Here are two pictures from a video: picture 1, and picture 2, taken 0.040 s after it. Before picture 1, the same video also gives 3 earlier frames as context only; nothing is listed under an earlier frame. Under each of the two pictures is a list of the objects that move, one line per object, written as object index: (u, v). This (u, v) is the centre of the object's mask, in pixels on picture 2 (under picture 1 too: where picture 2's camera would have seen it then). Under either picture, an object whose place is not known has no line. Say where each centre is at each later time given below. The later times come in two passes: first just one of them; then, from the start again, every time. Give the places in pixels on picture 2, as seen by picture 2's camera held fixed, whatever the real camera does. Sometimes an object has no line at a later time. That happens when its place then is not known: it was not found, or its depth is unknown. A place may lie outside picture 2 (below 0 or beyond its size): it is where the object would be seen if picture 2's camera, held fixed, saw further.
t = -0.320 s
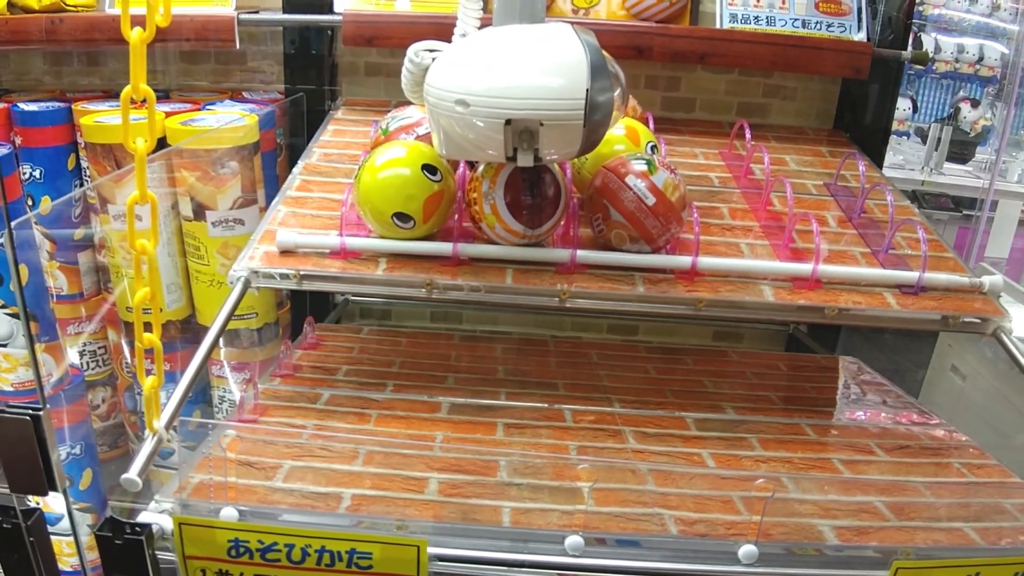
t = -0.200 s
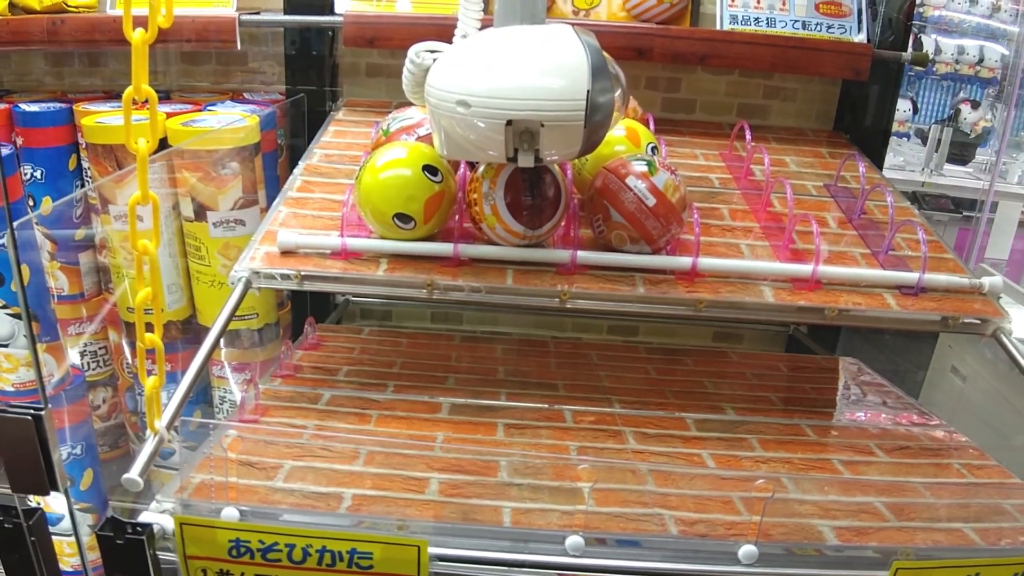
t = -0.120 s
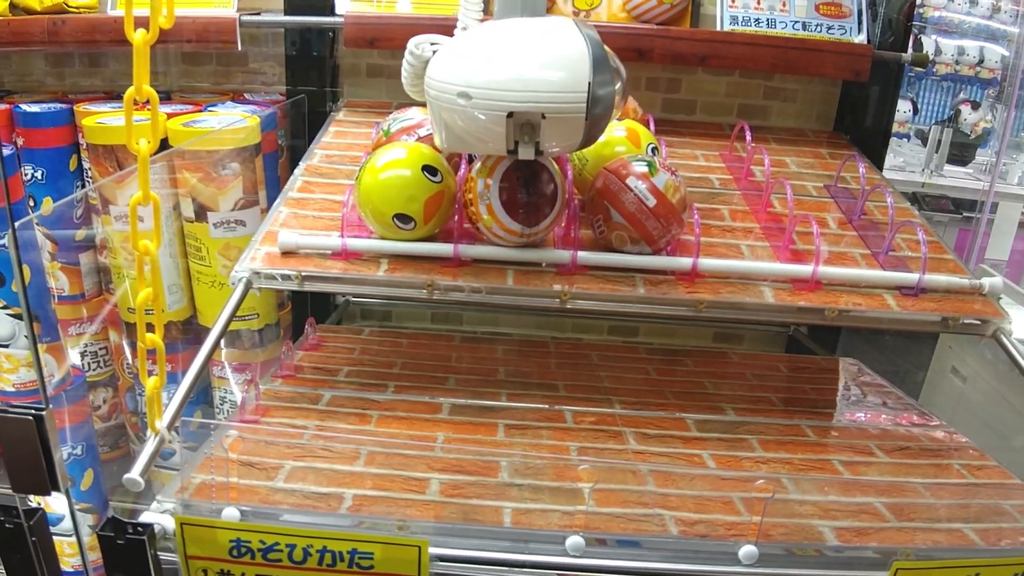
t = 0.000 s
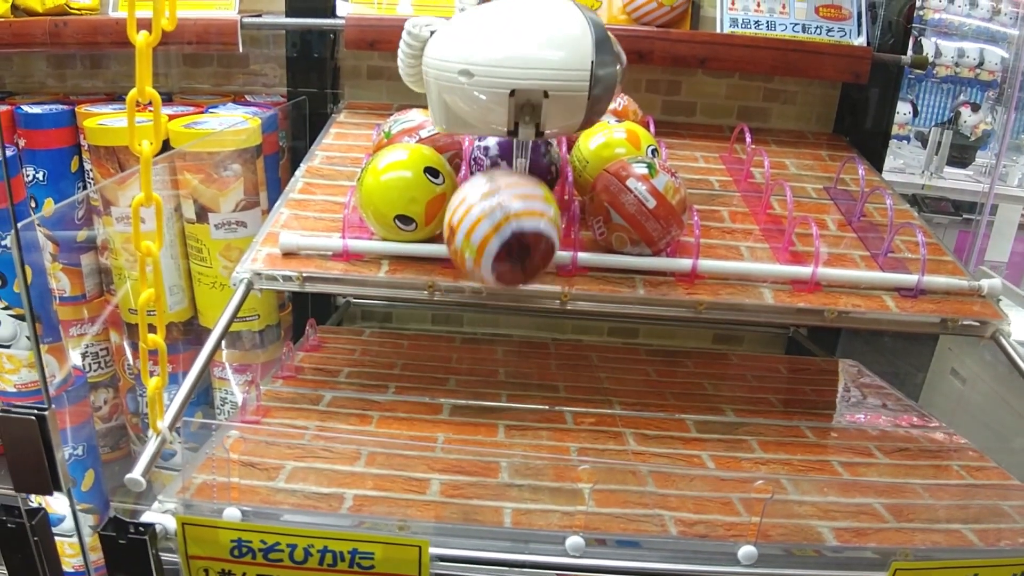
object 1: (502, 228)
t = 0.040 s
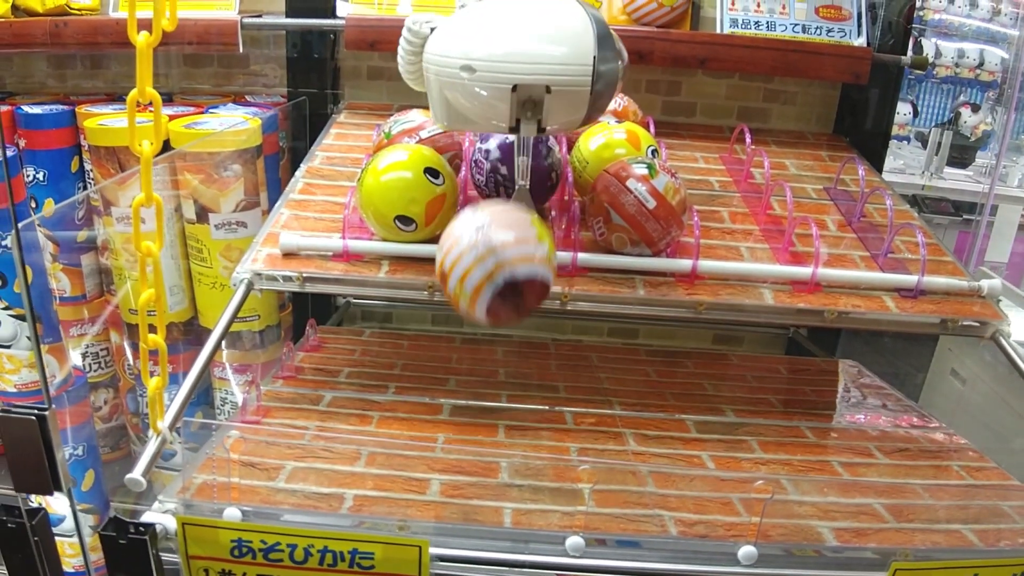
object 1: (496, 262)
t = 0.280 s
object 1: (456, 435)
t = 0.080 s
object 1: (488, 314)
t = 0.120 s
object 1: (479, 372)
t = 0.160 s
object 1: (471, 427)
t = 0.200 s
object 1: (468, 431)
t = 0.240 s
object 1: (461, 435)
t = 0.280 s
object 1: (456, 435)
